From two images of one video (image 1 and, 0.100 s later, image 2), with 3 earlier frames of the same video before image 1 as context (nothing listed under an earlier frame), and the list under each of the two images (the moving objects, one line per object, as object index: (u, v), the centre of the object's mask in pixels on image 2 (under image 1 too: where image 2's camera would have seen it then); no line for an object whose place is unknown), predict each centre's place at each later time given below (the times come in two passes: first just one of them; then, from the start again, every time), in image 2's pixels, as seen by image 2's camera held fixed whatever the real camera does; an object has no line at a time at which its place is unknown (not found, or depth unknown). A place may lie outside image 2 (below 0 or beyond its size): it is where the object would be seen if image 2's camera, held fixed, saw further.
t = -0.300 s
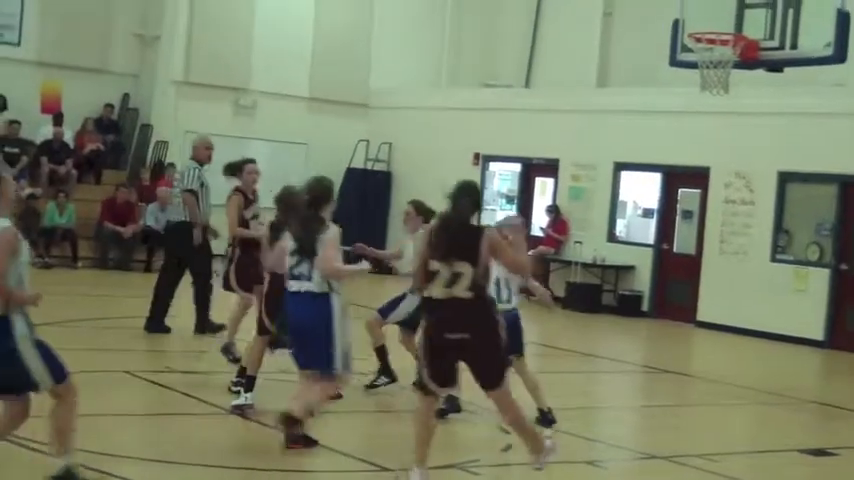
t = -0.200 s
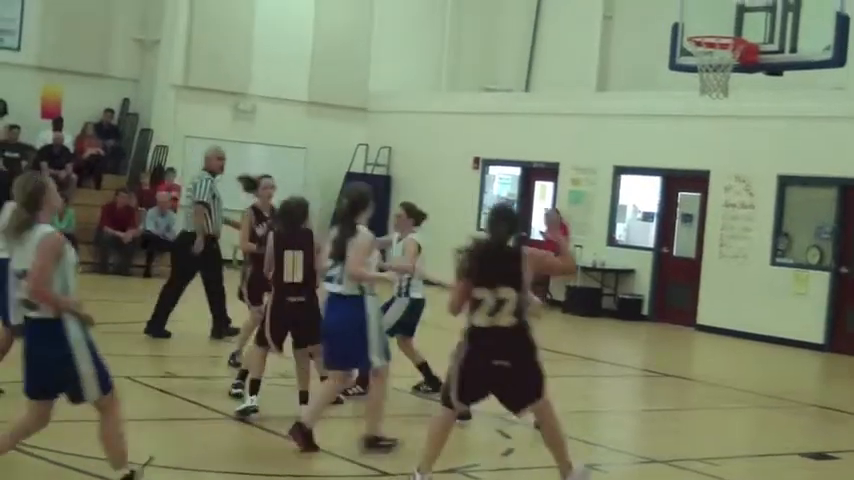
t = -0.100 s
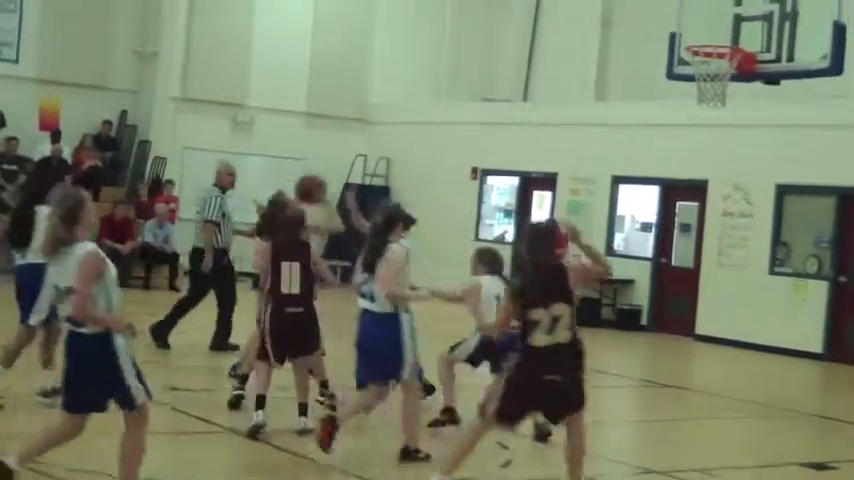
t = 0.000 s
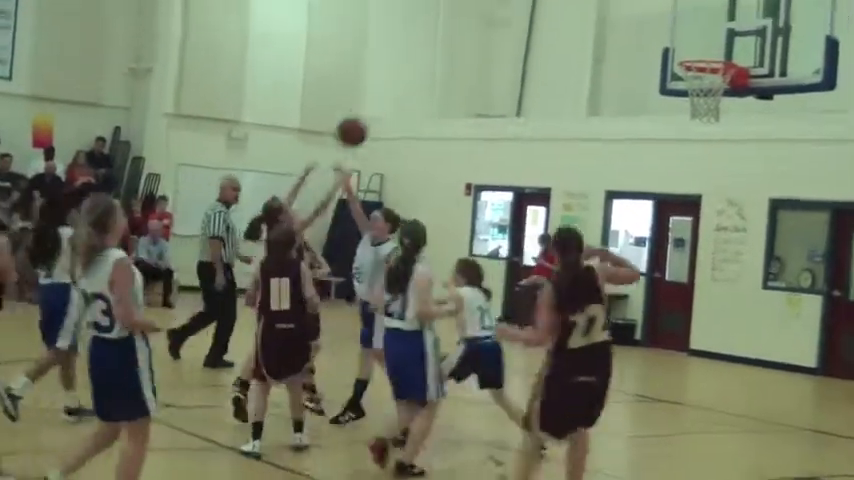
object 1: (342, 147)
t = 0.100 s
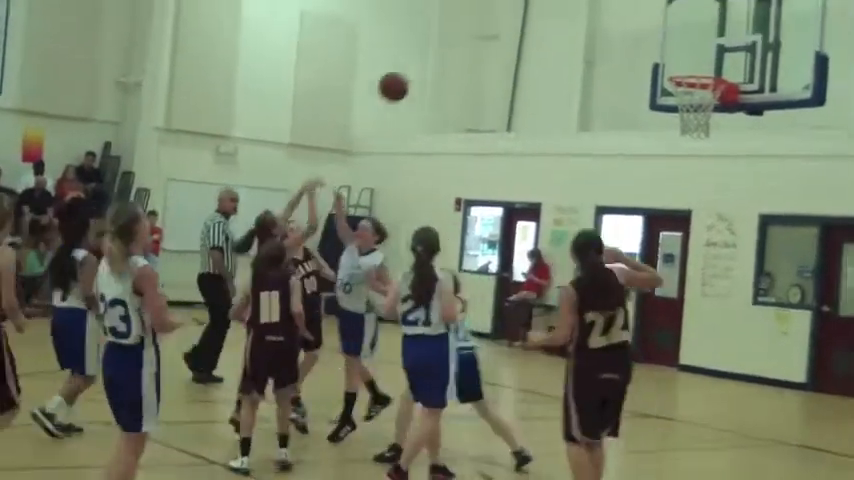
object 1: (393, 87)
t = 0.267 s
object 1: (470, 18)
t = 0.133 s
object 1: (409, 69)
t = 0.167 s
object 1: (425, 54)
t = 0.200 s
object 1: (440, 41)
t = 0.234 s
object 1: (456, 29)
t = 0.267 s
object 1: (470, 18)
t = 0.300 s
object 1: (485, 9)
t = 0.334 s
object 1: (499, 1)
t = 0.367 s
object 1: (513, -5)
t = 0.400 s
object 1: (528, -10)
